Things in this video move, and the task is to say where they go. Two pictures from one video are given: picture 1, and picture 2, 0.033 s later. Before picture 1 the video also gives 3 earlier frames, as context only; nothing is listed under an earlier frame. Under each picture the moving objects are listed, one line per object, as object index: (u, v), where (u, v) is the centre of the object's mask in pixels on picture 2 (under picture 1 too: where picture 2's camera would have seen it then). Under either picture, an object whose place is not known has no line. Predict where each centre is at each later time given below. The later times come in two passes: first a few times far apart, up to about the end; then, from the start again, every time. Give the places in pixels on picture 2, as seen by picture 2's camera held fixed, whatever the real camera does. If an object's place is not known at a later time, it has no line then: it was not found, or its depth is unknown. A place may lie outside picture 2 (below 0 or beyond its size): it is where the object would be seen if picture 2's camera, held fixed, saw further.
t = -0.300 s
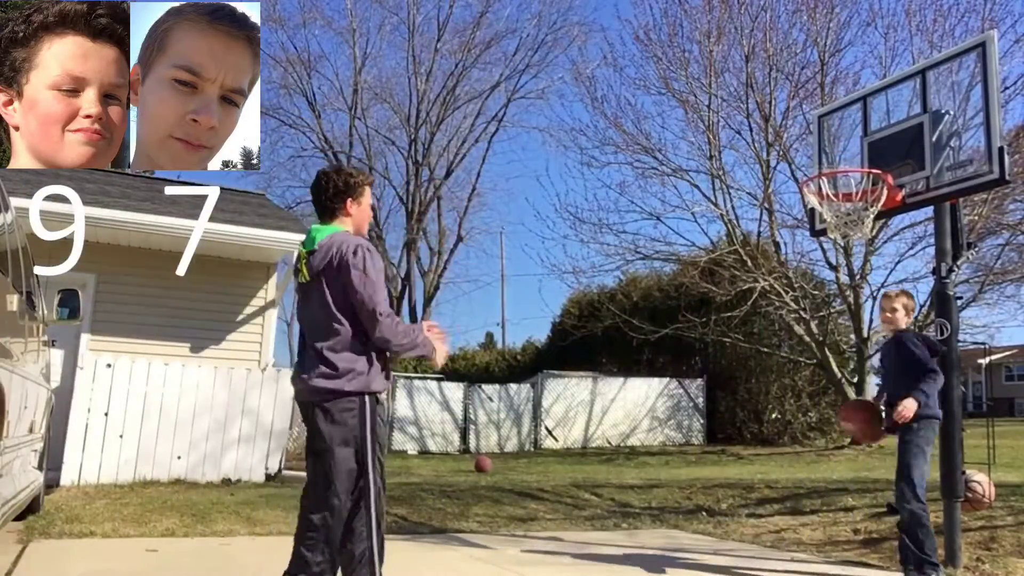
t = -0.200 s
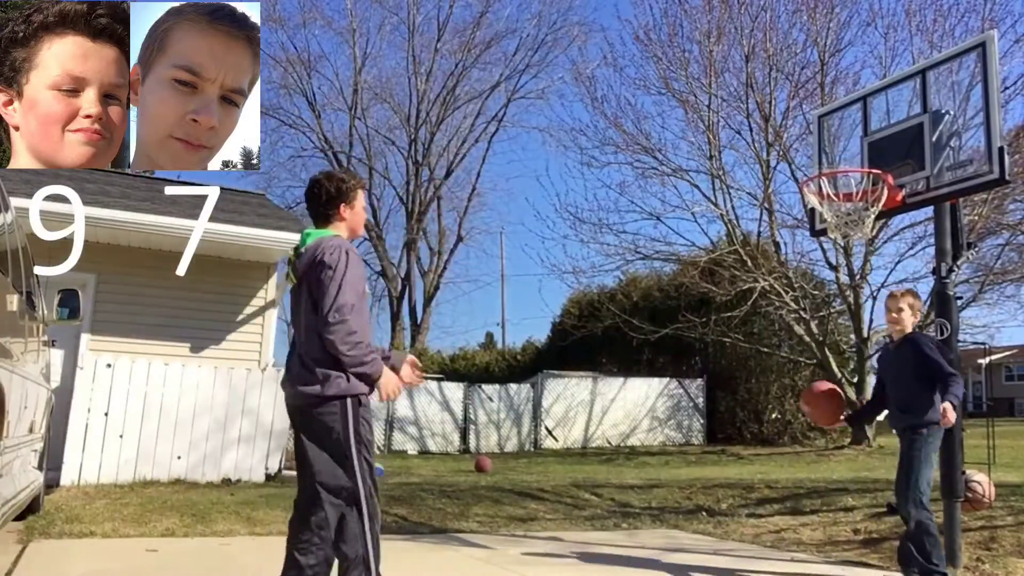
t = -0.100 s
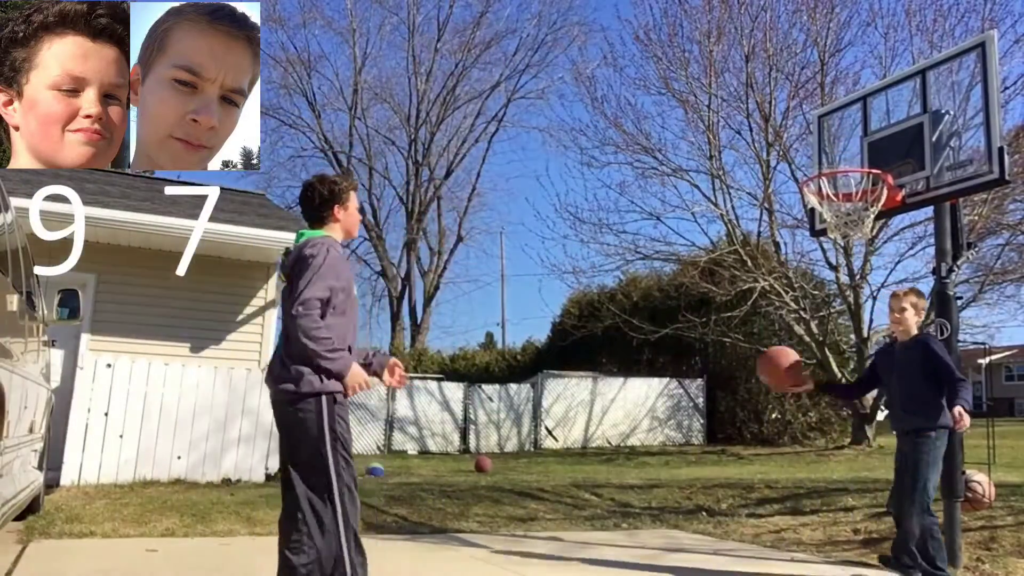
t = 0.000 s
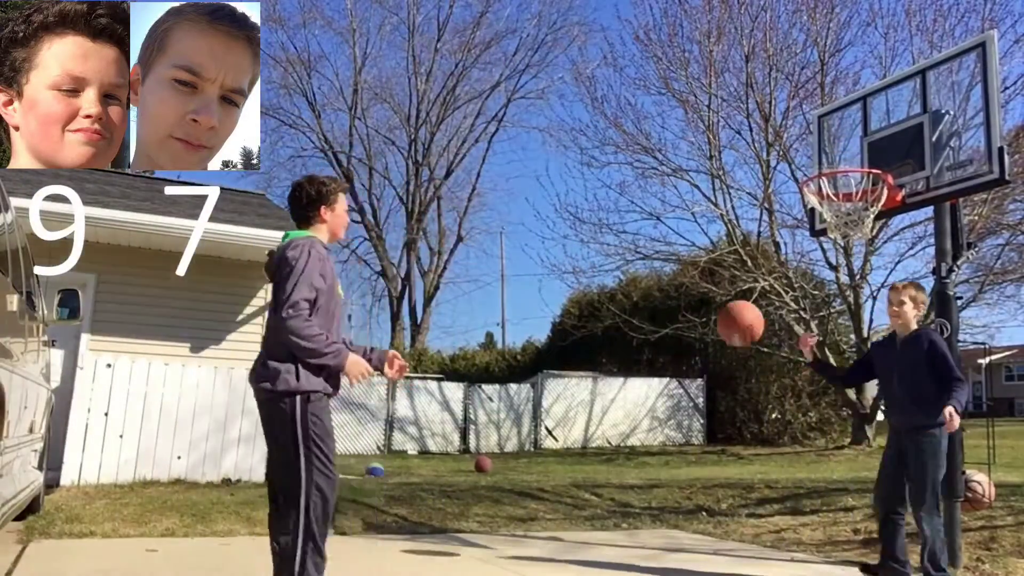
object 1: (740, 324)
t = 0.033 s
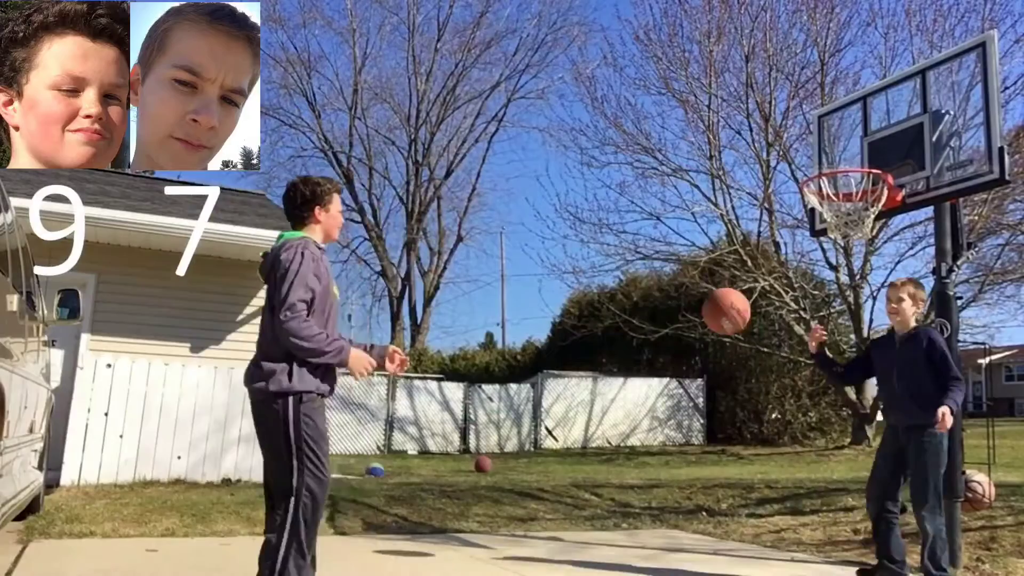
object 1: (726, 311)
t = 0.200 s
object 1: (650, 278)
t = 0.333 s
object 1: (579, 292)
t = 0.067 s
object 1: (712, 300)
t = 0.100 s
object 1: (697, 292)
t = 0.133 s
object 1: (682, 285)
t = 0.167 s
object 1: (666, 281)
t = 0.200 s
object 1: (650, 278)
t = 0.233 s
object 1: (633, 278)
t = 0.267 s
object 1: (616, 280)
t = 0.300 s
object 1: (598, 285)
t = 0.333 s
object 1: (579, 292)
